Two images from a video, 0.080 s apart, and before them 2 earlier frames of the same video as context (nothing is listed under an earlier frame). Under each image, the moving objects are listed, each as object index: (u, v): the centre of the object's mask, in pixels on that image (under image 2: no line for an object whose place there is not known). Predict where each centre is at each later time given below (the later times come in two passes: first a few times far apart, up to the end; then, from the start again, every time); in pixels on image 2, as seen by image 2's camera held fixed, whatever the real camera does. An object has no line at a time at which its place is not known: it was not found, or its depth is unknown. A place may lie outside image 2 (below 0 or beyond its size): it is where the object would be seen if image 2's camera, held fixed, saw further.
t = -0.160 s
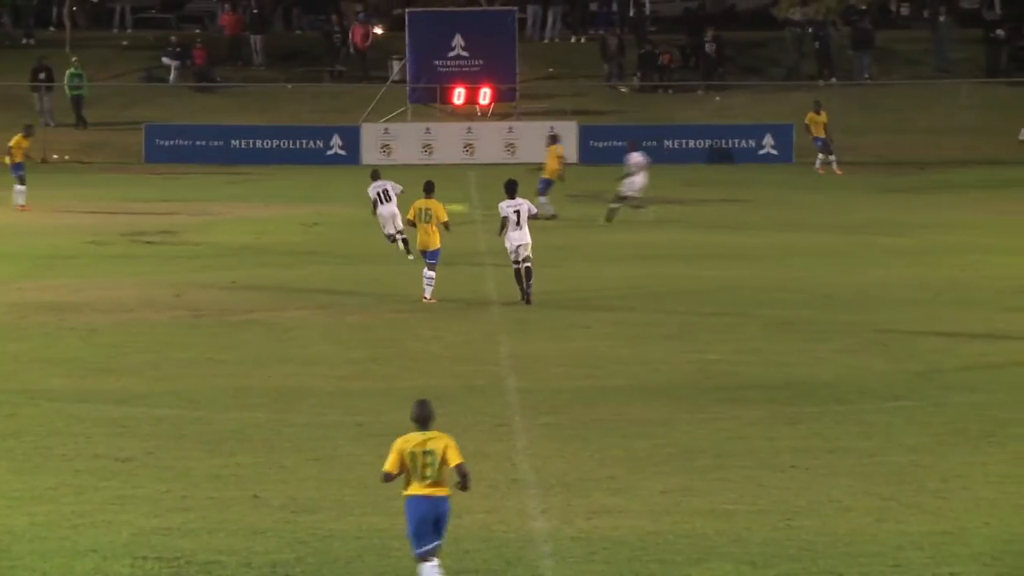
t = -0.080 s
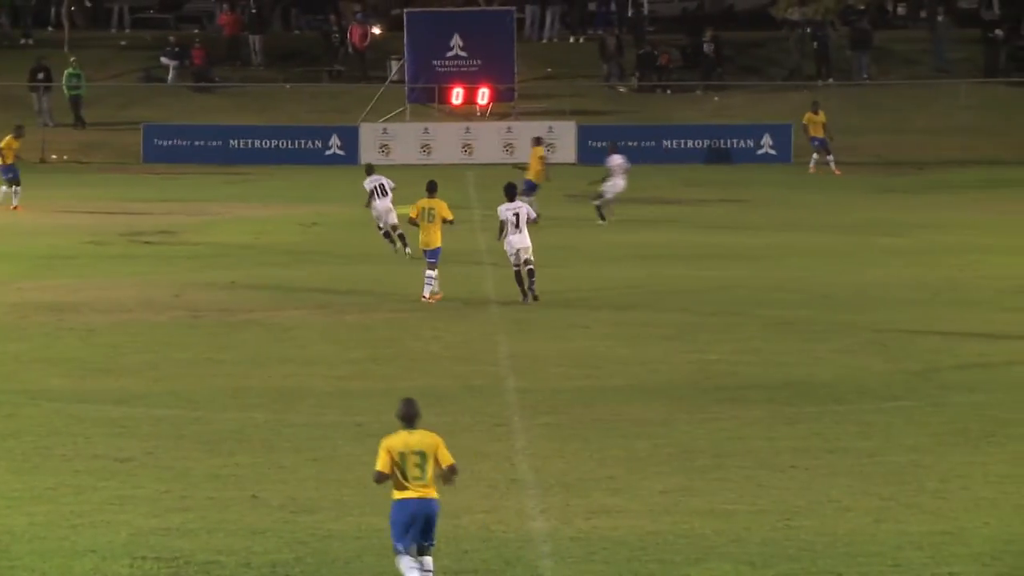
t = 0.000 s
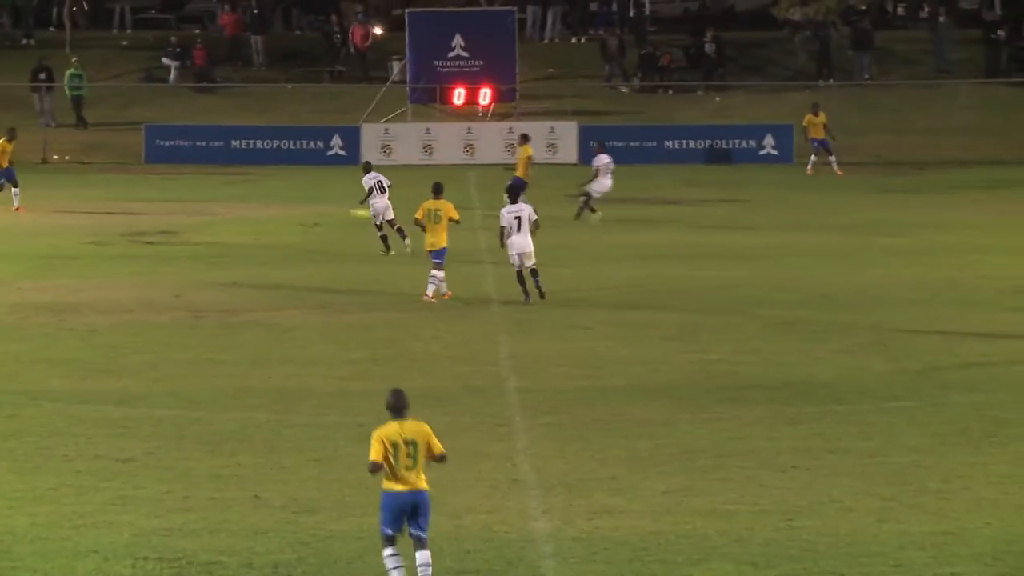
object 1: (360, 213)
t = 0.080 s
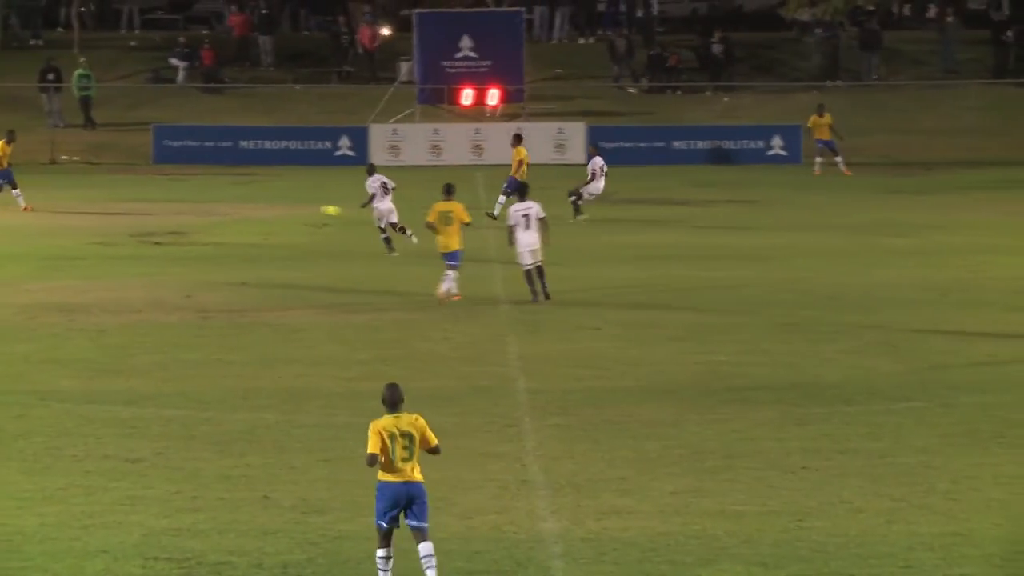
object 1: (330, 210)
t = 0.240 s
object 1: (255, 211)
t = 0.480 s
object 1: (162, 208)
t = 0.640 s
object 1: (107, 207)
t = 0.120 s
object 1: (312, 209)
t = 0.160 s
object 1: (293, 210)
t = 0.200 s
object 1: (274, 211)
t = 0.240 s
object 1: (255, 211)
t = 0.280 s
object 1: (239, 210)
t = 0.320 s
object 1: (223, 209)
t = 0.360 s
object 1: (207, 209)
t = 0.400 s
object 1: (190, 210)
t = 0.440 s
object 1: (175, 209)
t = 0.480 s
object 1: (162, 208)
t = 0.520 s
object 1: (147, 208)
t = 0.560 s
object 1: (133, 208)
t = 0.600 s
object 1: (121, 208)
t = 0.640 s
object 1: (107, 207)
